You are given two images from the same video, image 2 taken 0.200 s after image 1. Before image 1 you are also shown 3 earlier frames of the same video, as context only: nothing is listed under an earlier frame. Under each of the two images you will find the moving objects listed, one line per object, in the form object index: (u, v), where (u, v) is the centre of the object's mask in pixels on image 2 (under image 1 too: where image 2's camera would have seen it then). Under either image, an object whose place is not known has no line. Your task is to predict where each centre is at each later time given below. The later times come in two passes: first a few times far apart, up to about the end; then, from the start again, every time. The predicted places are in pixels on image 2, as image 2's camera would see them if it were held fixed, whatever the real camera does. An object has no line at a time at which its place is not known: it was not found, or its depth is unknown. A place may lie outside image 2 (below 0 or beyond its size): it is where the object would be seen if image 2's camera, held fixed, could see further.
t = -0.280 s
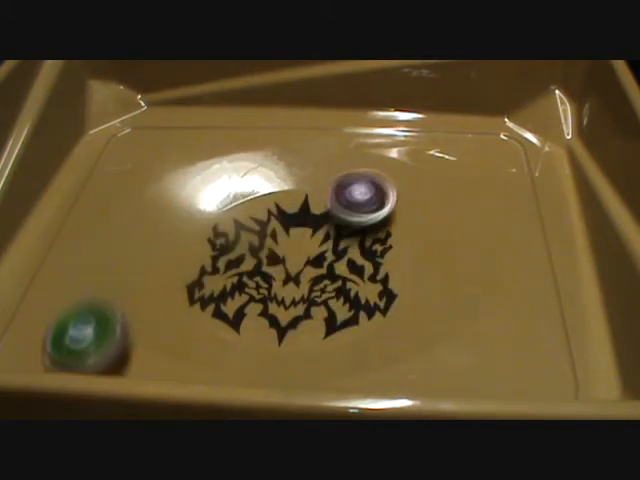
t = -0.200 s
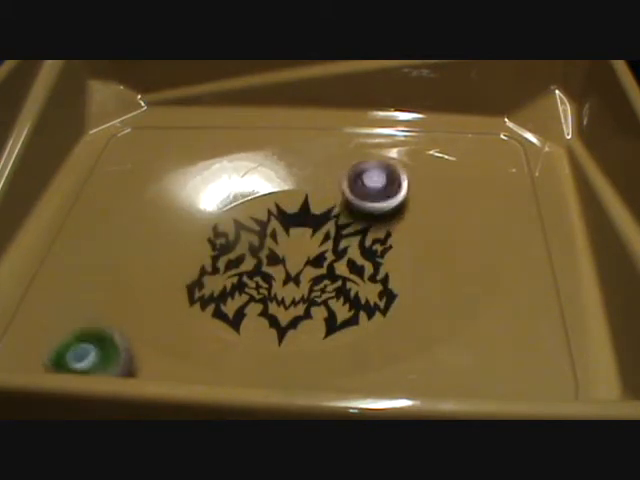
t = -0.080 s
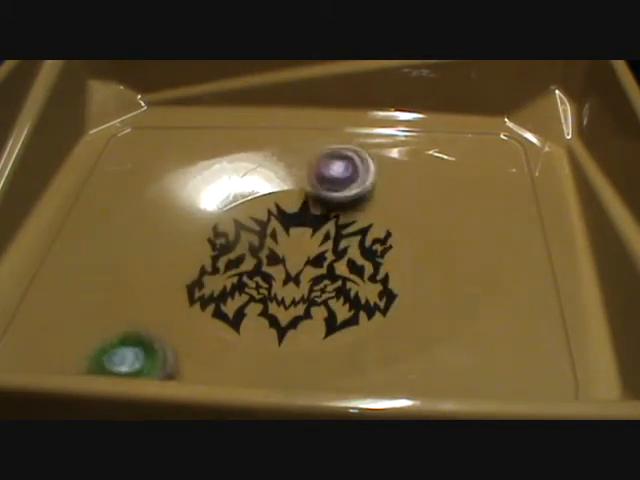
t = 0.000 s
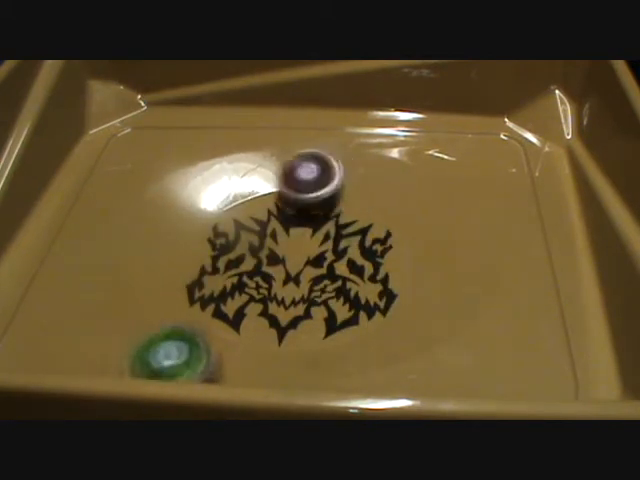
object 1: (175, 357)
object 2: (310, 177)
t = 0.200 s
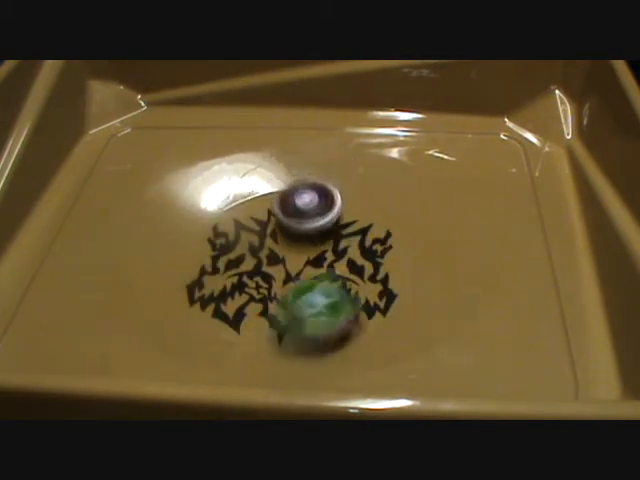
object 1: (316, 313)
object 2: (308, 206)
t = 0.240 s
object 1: (346, 289)
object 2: (311, 213)
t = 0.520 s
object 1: (449, 203)
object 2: (305, 227)
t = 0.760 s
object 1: (316, 168)
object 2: (296, 241)
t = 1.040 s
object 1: (130, 302)
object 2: (295, 251)
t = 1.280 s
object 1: (259, 360)
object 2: (300, 246)
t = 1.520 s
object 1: (417, 287)
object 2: (298, 238)
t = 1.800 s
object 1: (283, 149)
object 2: (280, 229)
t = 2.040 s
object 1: (88, 254)
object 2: (264, 231)
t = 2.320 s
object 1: (68, 325)
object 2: (263, 236)
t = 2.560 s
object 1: (61, 330)
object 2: (280, 232)
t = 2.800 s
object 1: (57, 323)
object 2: (284, 221)
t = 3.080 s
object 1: (70, 310)
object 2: (278, 217)
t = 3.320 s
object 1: (103, 302)
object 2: (276, 220)
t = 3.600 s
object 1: (304, 288)
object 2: (298, 209)
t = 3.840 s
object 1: (432, 247)
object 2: (310, 173)
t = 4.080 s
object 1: (413, 181)
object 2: (296, 176)
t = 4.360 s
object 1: (368, 205)
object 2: (253, 183)
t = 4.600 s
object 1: (358, 209)
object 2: (219, 213)
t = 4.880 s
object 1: (312, 213)
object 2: (228, 250)
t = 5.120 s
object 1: (280, 209)
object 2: (272, 267)
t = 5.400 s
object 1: (275, 201)
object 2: (328, 255)
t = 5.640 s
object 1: (281, 199)
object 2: (349, 226)
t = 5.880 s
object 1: (228, 184)
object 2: (390, 225)
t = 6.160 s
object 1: (215, 261)
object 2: (395, 222)
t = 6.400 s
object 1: (227, 306)
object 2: (359, 241)
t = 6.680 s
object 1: (229, 315)
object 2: (307, 256)
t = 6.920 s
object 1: (228, 316)
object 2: (265, 251)
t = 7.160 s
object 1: (254, 291)
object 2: (268, 216)
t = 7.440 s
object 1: (318, 237)
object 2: (295, 186)
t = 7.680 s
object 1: (364, 232)
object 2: (314, 175)
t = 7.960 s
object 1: (371, 260)
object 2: (338, 175)
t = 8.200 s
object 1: (345, 319)
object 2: (324, 179)
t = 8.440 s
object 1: (273, 330)
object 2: (320, 193)
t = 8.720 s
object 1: (203, 304)
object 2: (295, 209)
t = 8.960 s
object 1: (182, 259)
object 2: (270, 208)
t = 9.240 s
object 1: (191, 213)
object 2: (276, 201)
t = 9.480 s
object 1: (237, 193)
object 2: (318, 198)
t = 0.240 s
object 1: (346, 289)
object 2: (311, 213)
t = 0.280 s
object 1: (365, 271)
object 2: (316, 220)
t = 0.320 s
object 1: (388, 260)
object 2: (316, 221)
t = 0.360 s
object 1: (414, 256)
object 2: (313, 220)
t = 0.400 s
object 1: (434, 246)
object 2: (311, 221)
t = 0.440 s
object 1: (445, 233)
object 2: (310, 223)
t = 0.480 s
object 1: (451, 220)
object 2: (307, 225)
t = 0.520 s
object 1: (449, 203)
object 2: (305, 227)
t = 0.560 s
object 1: (441, 190)
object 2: (302, 229)
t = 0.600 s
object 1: (428, 178)
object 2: (301, 231)
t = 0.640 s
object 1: (409, 170)
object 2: (299, 234)
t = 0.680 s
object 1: (384, 165)
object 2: (297, 237)
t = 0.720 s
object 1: (353, 166)
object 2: (296, 240)
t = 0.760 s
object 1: (316, 168)
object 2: (296, 241)
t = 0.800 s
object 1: (269, 179)
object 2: (295, 243)
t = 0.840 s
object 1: (228, 190)
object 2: (294, 245)
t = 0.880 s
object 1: (192, 203)
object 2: (294, 246)
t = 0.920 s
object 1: (162, 226)
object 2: (294, 248)
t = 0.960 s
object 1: (141, 250)
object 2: (294, 249)
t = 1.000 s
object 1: (128, 277)
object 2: (294, 251)
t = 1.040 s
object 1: (130, 302)
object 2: (295, 251)
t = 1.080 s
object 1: (141, 328)
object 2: (296, 251)
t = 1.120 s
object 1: (161, 346)
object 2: (297, 251)
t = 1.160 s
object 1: (186, 356)
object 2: (297, 250)
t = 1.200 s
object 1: (210, 361)
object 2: (298, 249)
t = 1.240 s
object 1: (235, 361)
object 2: (299, 248)
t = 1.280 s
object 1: (259, 360)
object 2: (300, 246)
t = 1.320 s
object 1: (278, 359)
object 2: (301, 245)
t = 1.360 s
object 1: (304, 356)
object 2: (300, 244)
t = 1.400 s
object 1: (333, 351)
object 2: (300, 242)
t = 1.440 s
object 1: (365, 335)
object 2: (299, 241)
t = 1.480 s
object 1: (395, 314)
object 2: (299, 239)
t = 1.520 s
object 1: (417, 287)
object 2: (298, 238)
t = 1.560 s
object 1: (425, 258)
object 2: (297, 236)
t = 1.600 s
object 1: (424, 229)
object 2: (295, 234)
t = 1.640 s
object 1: (412, 202)
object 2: (292, 233)
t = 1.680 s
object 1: (391, 179)
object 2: (289, 232)
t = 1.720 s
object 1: (359, 159)
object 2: (286, 230)
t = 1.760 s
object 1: (325, 151)
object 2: (283, 230)
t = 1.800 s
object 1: (283, 149)
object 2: (280, 229)
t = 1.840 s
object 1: (237, 157)
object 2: (276, 228)
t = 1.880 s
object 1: (196, 168)
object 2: (273, 228)
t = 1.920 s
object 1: (155, 188)
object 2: (271, 228)
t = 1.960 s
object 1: (127, 208)
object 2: (270, 229)
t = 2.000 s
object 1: (104, 230)
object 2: (267, 229)
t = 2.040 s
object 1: (88, 254)
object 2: (264, 231)
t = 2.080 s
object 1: (81, 275)
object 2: (263, 231)
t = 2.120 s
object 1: (77, 296)
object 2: (262, 233)
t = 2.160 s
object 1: (75, 309)
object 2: (261, 234)
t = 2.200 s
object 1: (72, 319)
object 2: (260, 235)
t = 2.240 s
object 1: (70, 322)
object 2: (262, 236)
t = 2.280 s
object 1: (69, 324)
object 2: (262, 236)
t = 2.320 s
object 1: (68, 325)
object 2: (263, 236)
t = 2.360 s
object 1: (67, 327)
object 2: (266, 237)
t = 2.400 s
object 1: (66, 328)
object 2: (268, 237)
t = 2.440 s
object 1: (65, 329)
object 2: (271, 237)
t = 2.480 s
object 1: (63, 329)
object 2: (273, 236)
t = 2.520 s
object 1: (62, 330)
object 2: (277, 234)
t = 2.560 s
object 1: (61, 330)
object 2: (280, 232)
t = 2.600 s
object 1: (60, 329)
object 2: (282, 231)
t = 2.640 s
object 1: (58, 328)
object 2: (282, 229)
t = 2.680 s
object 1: (57, 327)
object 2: (283, 228)
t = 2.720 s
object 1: (57, 326)
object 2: (285, 224)
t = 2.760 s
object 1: (57, 325)
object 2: (285, 222)
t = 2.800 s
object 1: (57, 323)
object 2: (284, 221)
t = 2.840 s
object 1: (58, 321)
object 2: (283, 220)
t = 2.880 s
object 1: (59, 319)
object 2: (283, 219)
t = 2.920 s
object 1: (60, 317)
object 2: (282, 218)
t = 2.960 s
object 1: (62, 316)
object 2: (280, 218)
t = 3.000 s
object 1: (65, 314)
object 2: (280, 217)
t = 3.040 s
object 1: (67, 312)
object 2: (278, 218)
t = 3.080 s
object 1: (70, 310)
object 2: (278, 217)
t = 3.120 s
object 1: (75, 309)
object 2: (277, 217)
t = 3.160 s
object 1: (79, 307)
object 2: (276, 218)
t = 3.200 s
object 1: (83, 306)
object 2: (276, 218)
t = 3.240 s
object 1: (89, 304)
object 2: (276, 218)
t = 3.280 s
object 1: (95, 303)
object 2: (276, 220)
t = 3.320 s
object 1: (103, 302)
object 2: (276, 220)
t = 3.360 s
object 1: (117, 301)
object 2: (278, 220)
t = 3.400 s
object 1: (140, 301)
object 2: (279, 222)
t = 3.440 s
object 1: (170, 298)
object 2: (281, 222)
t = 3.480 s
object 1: (211, 294)
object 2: (283, 223)
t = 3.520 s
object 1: (247, 284)
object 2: (286, 223)
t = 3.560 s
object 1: (279, 284)
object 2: (292, 217)
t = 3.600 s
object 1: (304, 288)
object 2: (298, 209)
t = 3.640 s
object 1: (329, 286)
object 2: (301, 202)
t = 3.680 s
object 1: (354, 285)
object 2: (303, 196)
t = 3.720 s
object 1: (377, 278)
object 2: (306, 190)
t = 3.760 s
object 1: (399, 271)
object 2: (308, 185)
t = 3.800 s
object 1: (418, 260)
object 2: (309, 178)
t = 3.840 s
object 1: (432, 247)
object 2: (310, 173)
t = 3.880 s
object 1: (438, 231)
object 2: (307, 172)
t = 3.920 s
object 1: (441, 215)
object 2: (298, 175)
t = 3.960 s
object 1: (438, 203)
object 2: (292, 176)
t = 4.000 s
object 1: (433, 192)
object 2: (292, 176)
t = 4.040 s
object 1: (424, 185)
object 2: (293, 176)
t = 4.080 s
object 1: (413, 181)
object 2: (296, 176)
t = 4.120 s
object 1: (398, 180)
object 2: (298, 177)
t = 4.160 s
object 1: (382, 183)
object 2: (300, 178)
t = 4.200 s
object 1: (372, 187)
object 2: (297, 178)
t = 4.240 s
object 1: (372, 196)
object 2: (281, 178)
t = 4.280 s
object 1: (371, 201)
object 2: (270, 180)
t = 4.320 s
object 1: (369, 202)
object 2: (261, 182)
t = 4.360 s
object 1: (368, 205)
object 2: (253, 183)
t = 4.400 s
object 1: (367, 204)
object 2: (246, 187)
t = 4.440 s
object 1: (366, 205)
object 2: (238, 192)
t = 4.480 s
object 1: (365, 207)
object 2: (232, 197)
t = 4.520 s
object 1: (363, 207)
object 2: (226, 202)
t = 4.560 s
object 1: (361, 208)
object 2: (222, 207)
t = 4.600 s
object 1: (358, 209)
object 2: (219, 213)
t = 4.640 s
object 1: (354, 209)
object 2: (217, 218)
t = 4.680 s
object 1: (350, 210)
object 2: (216, 224)
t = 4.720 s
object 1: (343, 210)
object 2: (216, 230)
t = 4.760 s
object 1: (336, 212)
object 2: (217, 235)
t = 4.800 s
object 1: (329, 212)
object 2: (220, 241)
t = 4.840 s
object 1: (321, 213)
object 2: (223, 246)
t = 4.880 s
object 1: (312, 213)
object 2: (228, 250)
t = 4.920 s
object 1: (305, 214)
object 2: (234, 254)
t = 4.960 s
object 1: (299, 213)
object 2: (239, 259)
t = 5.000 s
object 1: (292, 213)
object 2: (247, 262)
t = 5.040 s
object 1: (287, 212)
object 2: (254, 264)
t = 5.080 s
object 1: (283, 210)
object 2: (262, 265)
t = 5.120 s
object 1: (280, 209)
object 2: (272, 267)
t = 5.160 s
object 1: (278, 208)
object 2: (280, 267)
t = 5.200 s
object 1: (276, 206)
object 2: (288, 267)
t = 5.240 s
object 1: (275, 204)
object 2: (296, 266)
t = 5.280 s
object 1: (274, 202)
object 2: (305, 264)
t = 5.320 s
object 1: (274, 202)
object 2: (312, 262)
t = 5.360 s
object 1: (275, 202)
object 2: (321, 259)
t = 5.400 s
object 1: (275, 201)
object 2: (328, 255)
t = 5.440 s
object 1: (276, 200)
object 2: (334, 250)
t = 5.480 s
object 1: (277, 199)
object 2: (339, 246)
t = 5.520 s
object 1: (277, 199)
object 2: (343, 241)
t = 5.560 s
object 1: (279, 199)
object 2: (346, 236)
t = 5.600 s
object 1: (280, 199)
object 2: (348, 231)
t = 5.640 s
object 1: (281, 199)
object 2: (349, 226)
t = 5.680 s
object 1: (282, 199)
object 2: (349, 221)
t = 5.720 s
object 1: (283, 199)
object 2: (349, 217)
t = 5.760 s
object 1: (270, 191)
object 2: (362, 220)
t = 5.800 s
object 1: (254, 181)
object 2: (374, 223)
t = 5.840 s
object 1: (241, 179)
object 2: (381, 224)
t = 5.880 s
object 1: (228, 184)
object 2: (390, 225)
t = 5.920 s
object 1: (219, 197)
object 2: (396, 226)
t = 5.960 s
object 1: (214, 211)
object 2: (403, 228)
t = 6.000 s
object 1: (211, 221)
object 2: (408, 228)
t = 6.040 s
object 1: (211, 231)
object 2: (407, 225)
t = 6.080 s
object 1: (212, 240)
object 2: (405, 222)
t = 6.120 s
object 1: (213, 250)
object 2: (400, 220)
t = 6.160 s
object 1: (215, 261)
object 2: (395, 222)
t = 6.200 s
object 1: (216, 270)
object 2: (390, 226)
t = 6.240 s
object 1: (219, 279)
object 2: (385, 228)
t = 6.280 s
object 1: (220, 287)
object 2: (378, 232)
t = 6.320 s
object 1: (222, 294)
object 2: (373, 235)
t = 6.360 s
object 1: (224, 301)
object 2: (366, 238)
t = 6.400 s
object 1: (227, 306)
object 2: (359, 241)
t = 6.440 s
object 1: (228, 311)
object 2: (354, 244)
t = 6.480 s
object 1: (229, 314)
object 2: (345, 246)
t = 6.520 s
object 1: (229, 315)
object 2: (338, 249)
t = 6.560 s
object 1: (228, 315)
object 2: (331, 251)
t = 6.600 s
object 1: (228, 315)
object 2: (322, 252)
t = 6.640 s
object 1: (229, 315)
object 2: (315, 255)
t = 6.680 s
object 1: (229, 315)
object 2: (307, 256)
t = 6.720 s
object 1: (230, 316)
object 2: (297, 256)
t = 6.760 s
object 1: (230, 315)
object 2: (290, 257)
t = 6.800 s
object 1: (230, 314)
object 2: (281, 256)
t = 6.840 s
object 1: (231, 313)
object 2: (274, 257)
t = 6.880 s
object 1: (231, 313)
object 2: (267, 256)
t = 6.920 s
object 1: (228, 316)
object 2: (265, 251)
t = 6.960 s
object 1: (226, 319)
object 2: (266, 245)
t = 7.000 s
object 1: (230, 316)
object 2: (265, 239)
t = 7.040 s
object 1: (235, 310)
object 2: (263, 234)
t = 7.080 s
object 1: (240, 305)
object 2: (266, 228)
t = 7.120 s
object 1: (247, 298)
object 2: (266, 223)
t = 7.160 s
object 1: (254, 291)
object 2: (268, 216)
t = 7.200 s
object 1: (263, 282)
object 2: (270, 211)
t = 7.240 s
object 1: (272, 274)
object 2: (274, 205)
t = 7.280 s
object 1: (279, 267)
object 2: (277, 201)
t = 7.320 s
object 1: (289, 260)
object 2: (282, 195)
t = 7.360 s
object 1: (299, 251)
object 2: (285, 193)
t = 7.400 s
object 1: (308, 244)
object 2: (292, 187)
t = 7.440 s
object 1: (318, 237)
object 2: (295, 186)
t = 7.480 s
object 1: (327, 235)
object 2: (301, 180)
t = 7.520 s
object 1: (338, 232)
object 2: (306, 176)
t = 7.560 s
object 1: (345, 231)
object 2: (312, 173)
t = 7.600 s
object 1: (353, 232)
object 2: (312, 173)
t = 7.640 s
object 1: (359, 232)
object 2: (309, 175)
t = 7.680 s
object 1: (364, 232)
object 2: (314, 175)
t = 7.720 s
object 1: (367, 232)
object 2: (320, 178)
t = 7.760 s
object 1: (368, 233)
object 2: (324, 180)
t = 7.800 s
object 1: (369, 233)
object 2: (329, 182)
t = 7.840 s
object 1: (369, 234)
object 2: (332, 185)
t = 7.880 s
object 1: (369, 234)
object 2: (334, 188)
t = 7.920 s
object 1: (371, 242)
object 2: (339, 187)
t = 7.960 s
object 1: (371, 260)
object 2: (338, 175)
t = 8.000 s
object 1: (372, 279)
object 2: (337, 173)
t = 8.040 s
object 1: (370, 295)
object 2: (332, 175)
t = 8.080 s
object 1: (366, 307)
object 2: (327, 177)
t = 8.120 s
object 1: (362, 316)
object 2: (323, 177)
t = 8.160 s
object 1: (355, 320)
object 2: (324, 177)
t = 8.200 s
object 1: (345, 319)
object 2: (324, 179)
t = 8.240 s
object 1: (334, 320)
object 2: (324, 181)
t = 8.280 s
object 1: (322, 323)
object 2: (325, 184)
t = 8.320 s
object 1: (308, 329)
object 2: (324, 186)
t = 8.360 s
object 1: (299, 330)
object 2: (324, 189)
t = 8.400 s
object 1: (287, 330)
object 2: (322, 191)
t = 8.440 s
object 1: (273, 330)
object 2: (320, 193)
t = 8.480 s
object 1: (262, 329)
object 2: (318, 197)
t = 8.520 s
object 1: (250, 326)
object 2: (316, 199)
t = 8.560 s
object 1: (239, 324)
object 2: (311, 202)
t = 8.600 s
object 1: (230, 319)
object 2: (307, 204)
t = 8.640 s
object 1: (222, 314)
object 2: (304, 206)
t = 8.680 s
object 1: (211, 309)
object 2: (300, 208)
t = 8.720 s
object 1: (203, 304)
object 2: (295, 209)
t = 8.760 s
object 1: (197, 297)
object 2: (290, 211)
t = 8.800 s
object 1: (190, 288)
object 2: (287, 211)
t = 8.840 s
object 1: (185, 282)
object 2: (283, 210)
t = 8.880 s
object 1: (183, 274)
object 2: (279, 210)
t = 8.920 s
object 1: (181, 266)
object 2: (273, 208)
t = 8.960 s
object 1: (182, 259)
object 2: (270, 208)
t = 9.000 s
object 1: (182, 252)
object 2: (267, 206)
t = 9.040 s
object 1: (185, 242)
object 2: (264, 204)
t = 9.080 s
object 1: (188, 233)
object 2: (260, 201)
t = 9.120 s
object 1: (193, 226)
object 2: (259, 199)
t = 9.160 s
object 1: (189, 221)
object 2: (266, 196)
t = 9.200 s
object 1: (188, 215)
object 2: (274, 199)
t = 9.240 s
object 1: (191, 213)
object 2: (276, 201)
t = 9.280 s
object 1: (200, 213)
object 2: (276, 203)
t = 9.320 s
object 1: (206, 209)
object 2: (282, 204)
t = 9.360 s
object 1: (211, 205)
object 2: (292, 206)
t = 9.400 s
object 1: (216, 203)
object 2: (303, 206)
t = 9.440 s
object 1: (227, 198)
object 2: (312, 202)
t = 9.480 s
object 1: (237, 193)
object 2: (318, 198)
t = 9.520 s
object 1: (247, 188)
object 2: (322, 195)
